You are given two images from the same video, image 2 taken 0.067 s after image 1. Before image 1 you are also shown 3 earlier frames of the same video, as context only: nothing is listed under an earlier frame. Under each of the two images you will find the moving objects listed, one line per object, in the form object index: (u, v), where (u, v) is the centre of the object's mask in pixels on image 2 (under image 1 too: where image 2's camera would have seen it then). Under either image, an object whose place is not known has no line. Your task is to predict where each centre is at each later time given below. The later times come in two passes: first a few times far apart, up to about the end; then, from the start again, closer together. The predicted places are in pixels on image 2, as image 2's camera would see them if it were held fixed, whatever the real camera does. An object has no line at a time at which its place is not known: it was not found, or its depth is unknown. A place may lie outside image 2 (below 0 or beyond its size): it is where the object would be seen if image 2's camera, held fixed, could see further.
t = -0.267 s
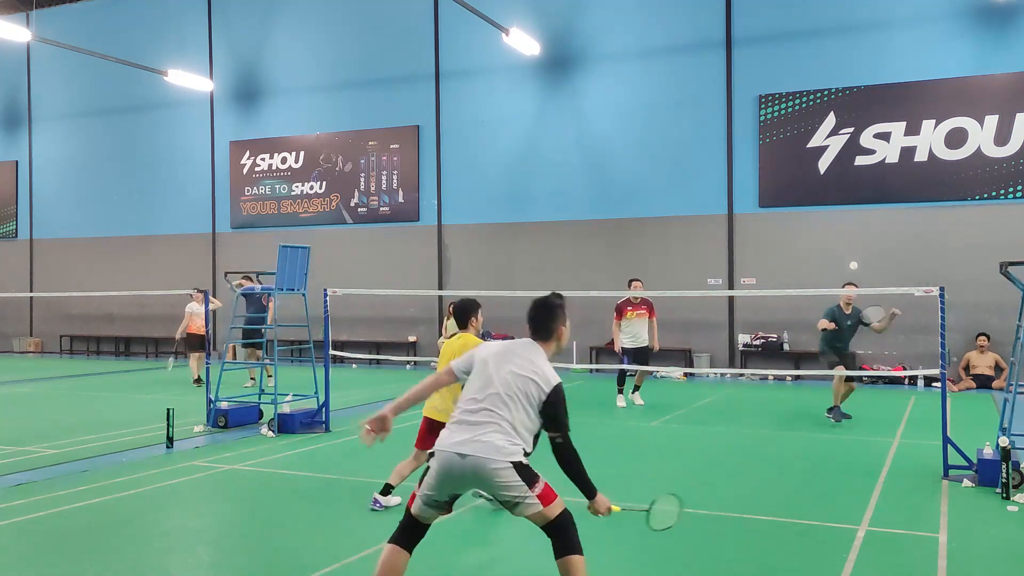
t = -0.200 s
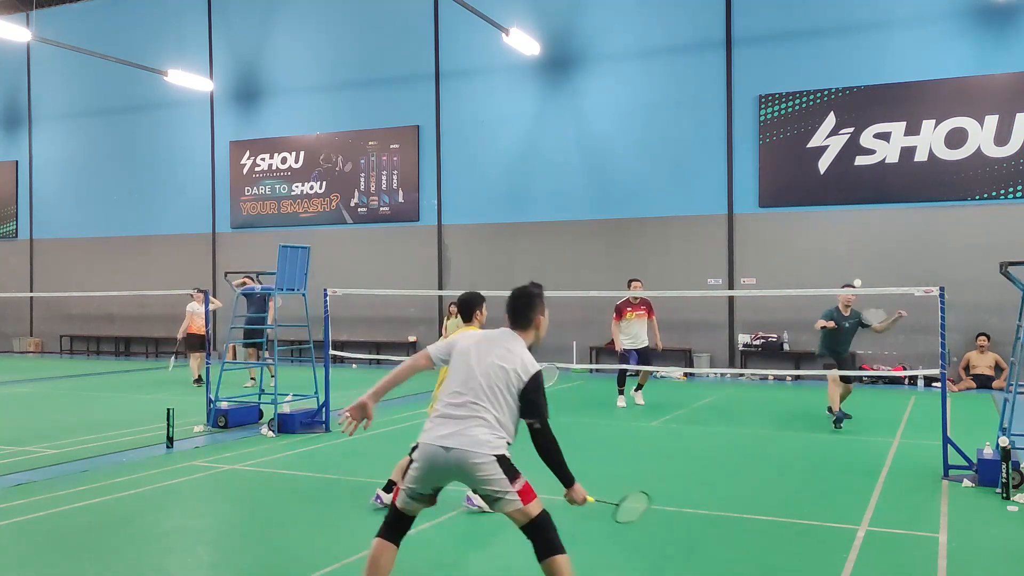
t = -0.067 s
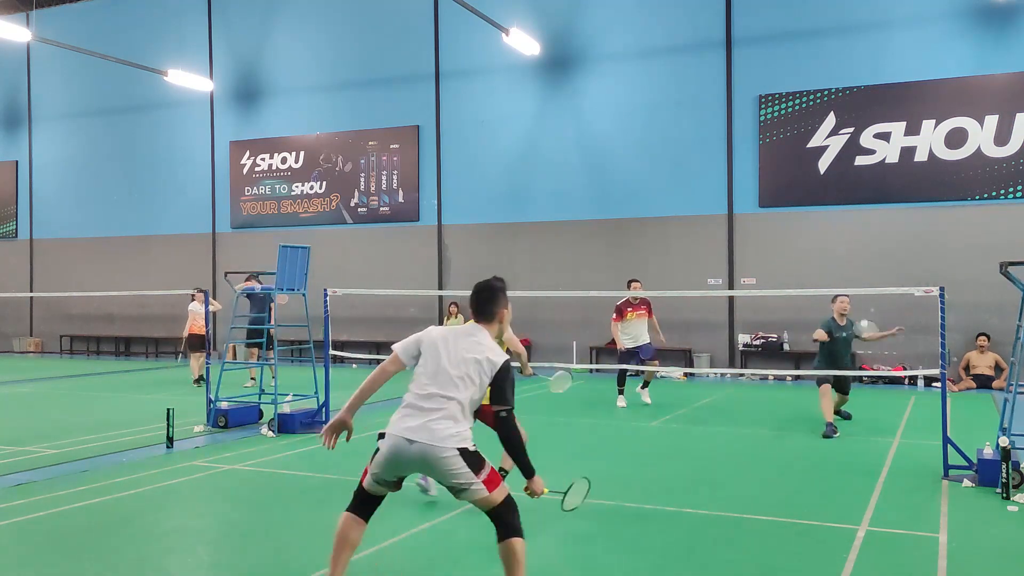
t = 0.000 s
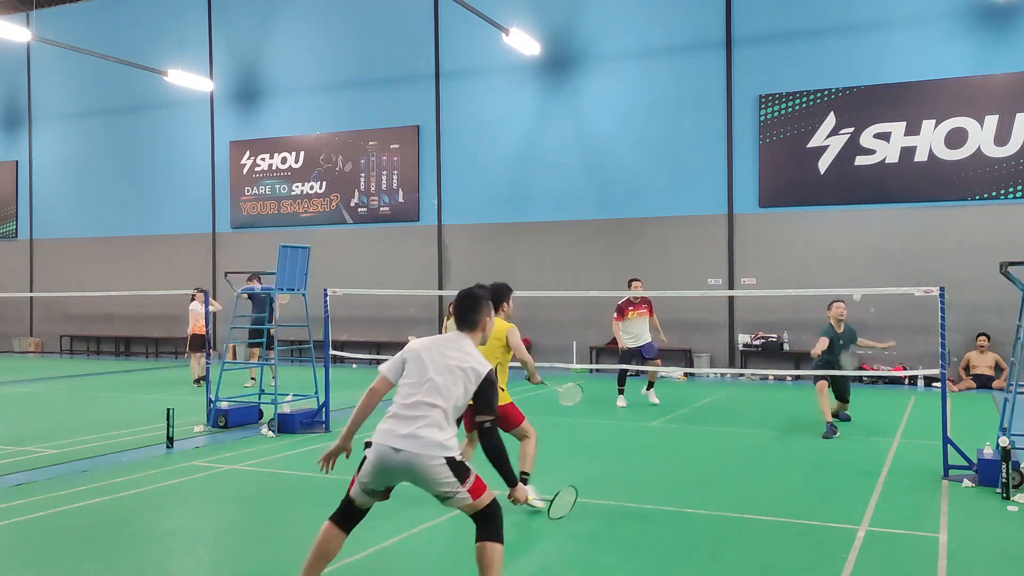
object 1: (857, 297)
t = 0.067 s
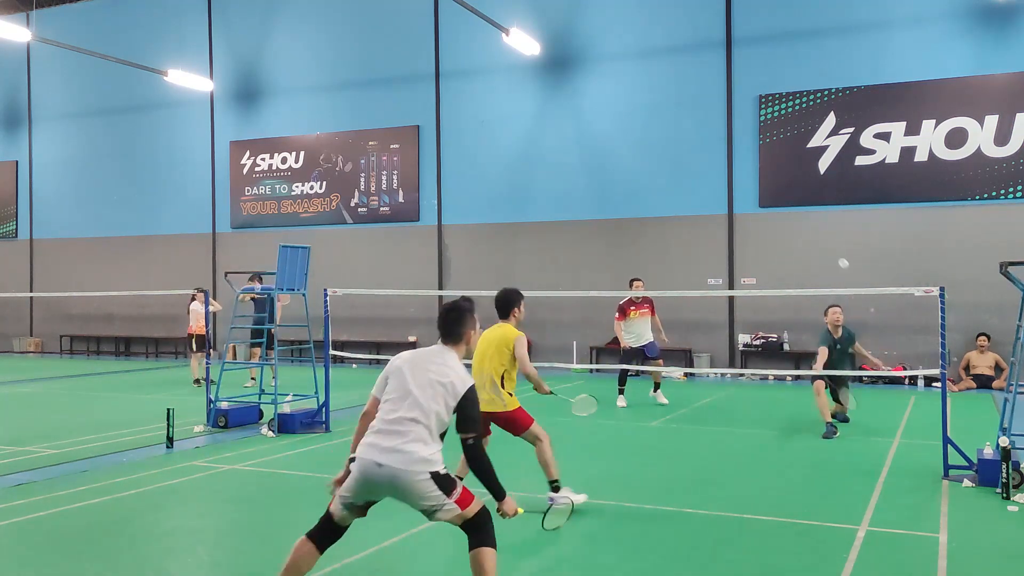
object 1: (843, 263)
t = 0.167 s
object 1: (825, 229)
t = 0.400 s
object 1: (776, 194)
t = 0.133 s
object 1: (831, 240)
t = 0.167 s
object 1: (825, 229)
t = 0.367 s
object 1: (784, 194)
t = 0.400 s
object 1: (776, 194)
